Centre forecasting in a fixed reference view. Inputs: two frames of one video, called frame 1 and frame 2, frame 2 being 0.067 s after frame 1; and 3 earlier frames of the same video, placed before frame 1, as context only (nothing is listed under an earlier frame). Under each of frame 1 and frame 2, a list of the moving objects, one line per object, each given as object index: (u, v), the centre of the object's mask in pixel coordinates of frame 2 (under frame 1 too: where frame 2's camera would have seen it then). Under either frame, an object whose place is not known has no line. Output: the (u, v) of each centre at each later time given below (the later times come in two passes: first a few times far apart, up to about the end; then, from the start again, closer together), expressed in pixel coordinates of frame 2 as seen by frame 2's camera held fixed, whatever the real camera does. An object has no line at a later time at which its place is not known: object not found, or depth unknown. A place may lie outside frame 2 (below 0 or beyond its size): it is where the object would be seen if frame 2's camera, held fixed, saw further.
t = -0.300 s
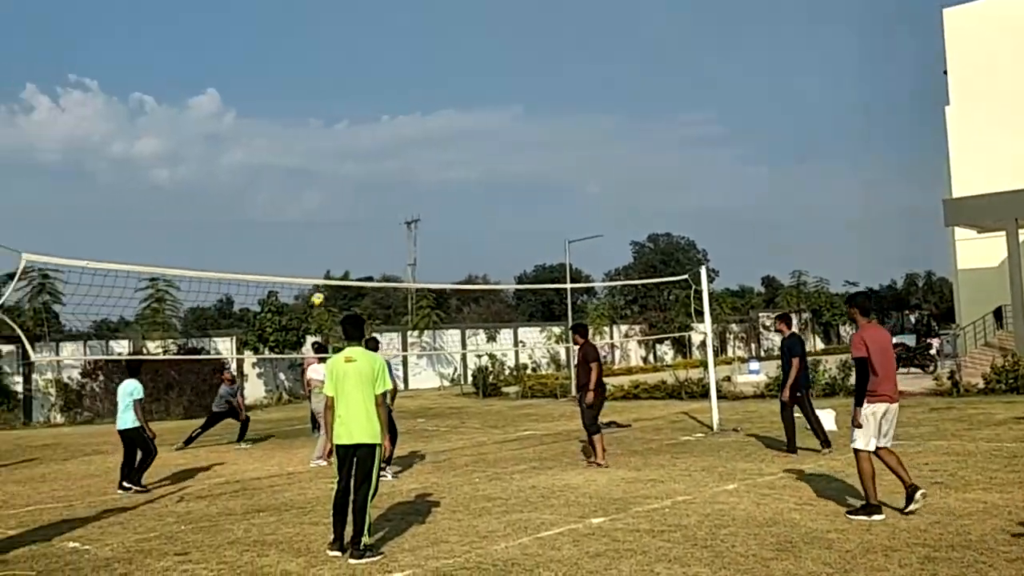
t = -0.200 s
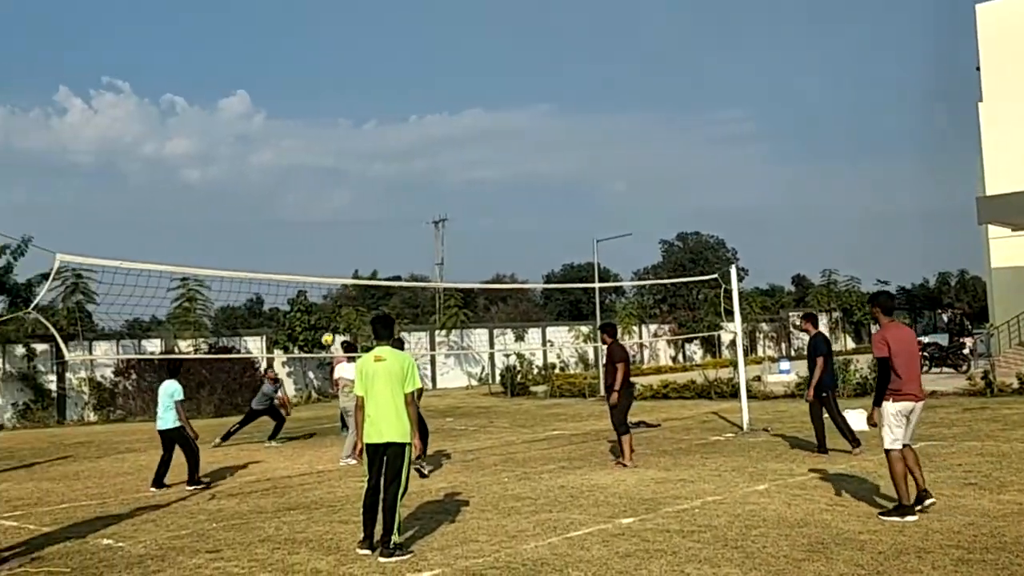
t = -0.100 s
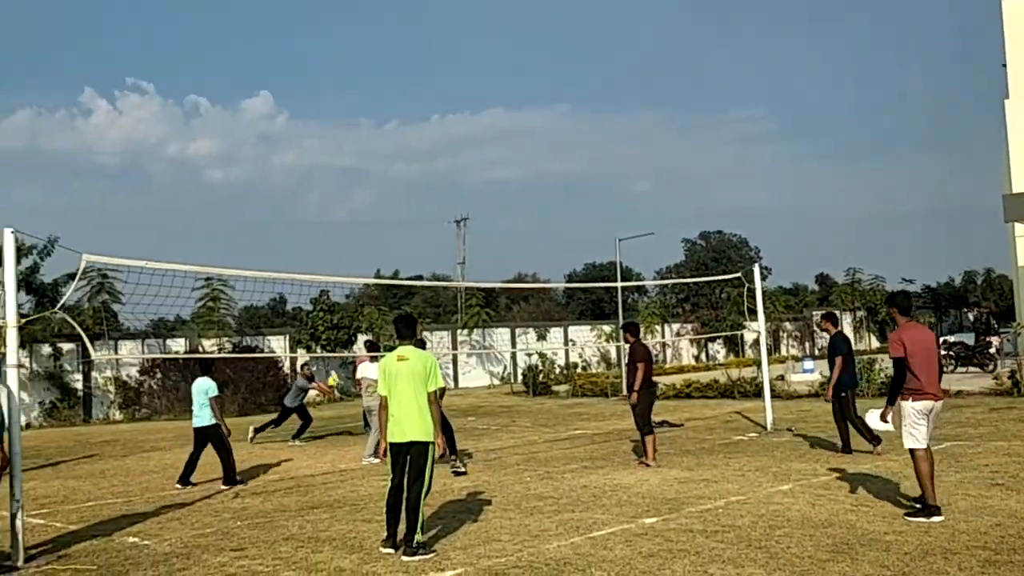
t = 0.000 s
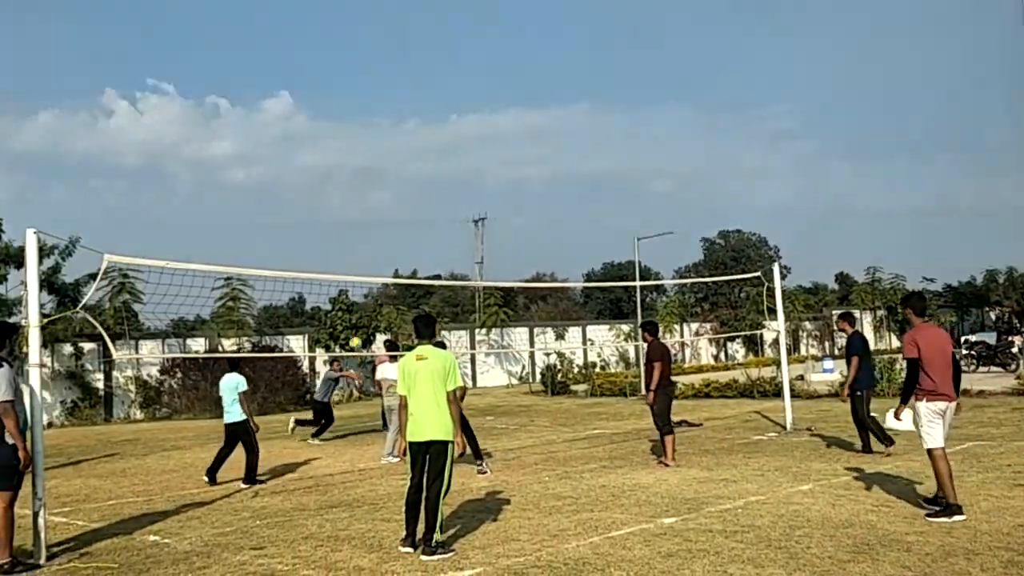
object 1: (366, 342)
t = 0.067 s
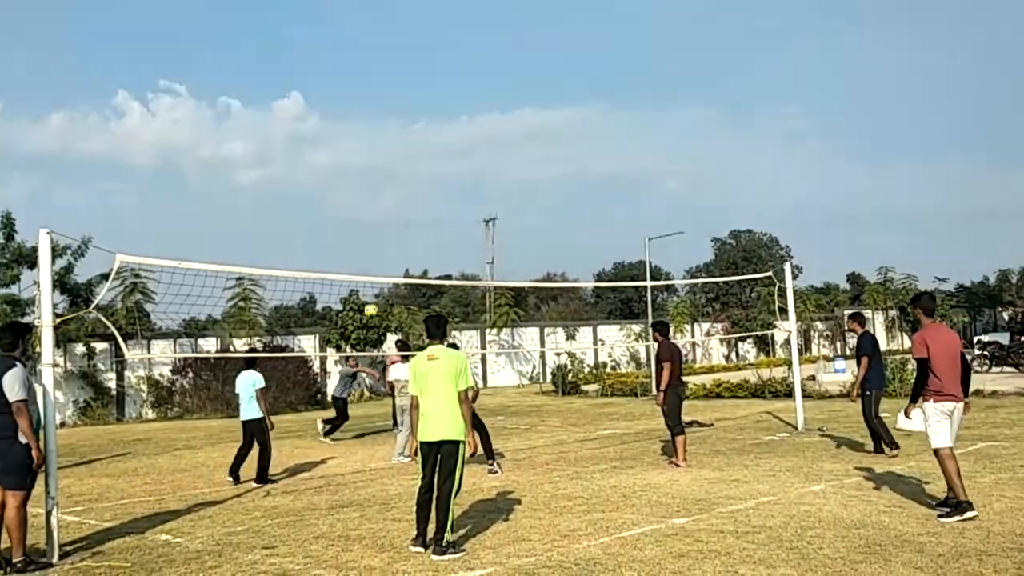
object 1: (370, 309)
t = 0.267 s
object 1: (386, 220)
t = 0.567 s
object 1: (414, 108)
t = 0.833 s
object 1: (449, 46)
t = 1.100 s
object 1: (498, 33)
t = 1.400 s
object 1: (577, 113)
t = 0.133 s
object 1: (375, 279)
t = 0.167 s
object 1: (378, 264)
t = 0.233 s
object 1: (383, 234)
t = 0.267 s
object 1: (386, 220)
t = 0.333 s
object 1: (391, 192)
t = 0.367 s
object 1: (395, 179)
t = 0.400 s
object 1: (397, 166)
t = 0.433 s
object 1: (400, 154)
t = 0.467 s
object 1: (404, 142)
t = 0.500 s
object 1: (407, 131)
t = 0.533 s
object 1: (411, 119)
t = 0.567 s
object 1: (414, 108)
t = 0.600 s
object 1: (417, 98)
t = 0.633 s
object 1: (422, 89)
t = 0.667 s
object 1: (426, 80)
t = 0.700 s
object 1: (430, 72)
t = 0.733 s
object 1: (434, 64)
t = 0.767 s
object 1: (438, 57)
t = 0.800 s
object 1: (444, 52)
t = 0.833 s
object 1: (449, 46)
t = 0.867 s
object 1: (455, 41)
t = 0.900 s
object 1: (461, 37)
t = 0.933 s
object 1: (466, 34)
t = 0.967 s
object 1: (472, 32)
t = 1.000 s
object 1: (478, 30)
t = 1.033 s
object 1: (485, 30)
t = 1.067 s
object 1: (491, 31)
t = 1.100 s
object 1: (498, 33)
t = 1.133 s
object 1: (505, 36)
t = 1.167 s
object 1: (513, 40)
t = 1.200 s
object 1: (522, 46)
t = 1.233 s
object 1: (529, 53)
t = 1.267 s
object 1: (538, 61)
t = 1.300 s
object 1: (547, 71)
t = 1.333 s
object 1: (556, 84)
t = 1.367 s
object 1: (567, 97)
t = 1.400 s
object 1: (577, 113)
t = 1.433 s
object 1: (588, 131)
